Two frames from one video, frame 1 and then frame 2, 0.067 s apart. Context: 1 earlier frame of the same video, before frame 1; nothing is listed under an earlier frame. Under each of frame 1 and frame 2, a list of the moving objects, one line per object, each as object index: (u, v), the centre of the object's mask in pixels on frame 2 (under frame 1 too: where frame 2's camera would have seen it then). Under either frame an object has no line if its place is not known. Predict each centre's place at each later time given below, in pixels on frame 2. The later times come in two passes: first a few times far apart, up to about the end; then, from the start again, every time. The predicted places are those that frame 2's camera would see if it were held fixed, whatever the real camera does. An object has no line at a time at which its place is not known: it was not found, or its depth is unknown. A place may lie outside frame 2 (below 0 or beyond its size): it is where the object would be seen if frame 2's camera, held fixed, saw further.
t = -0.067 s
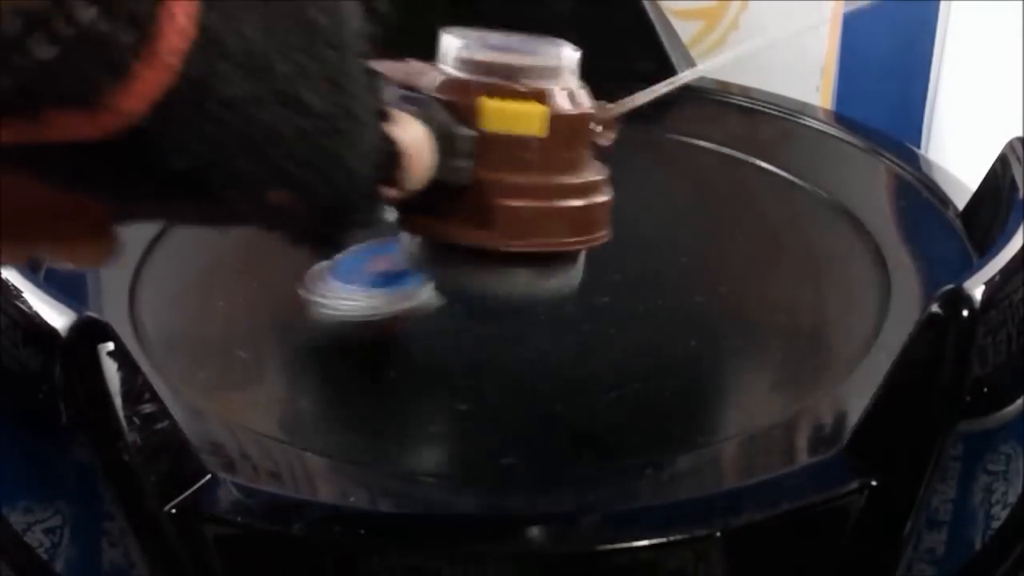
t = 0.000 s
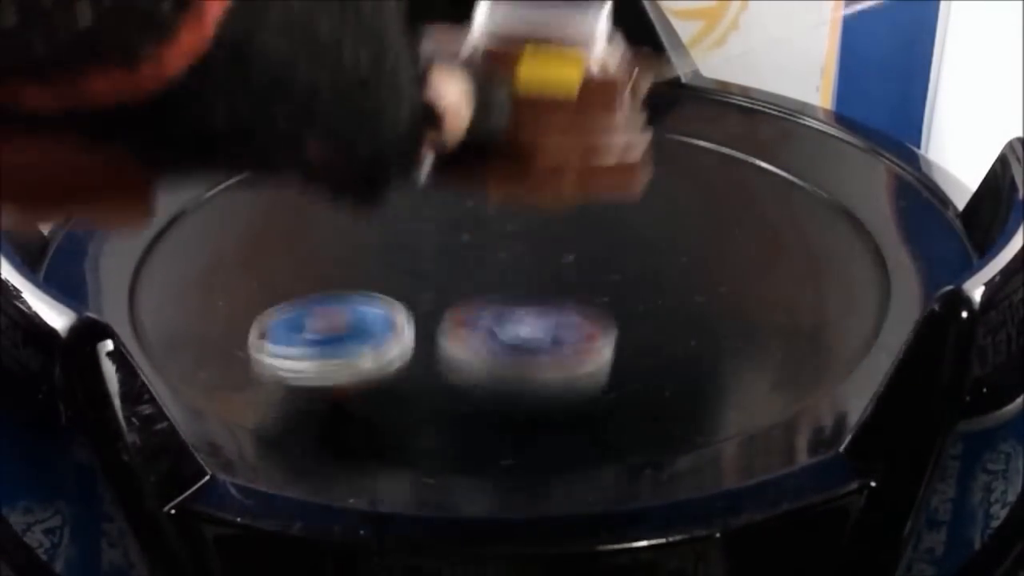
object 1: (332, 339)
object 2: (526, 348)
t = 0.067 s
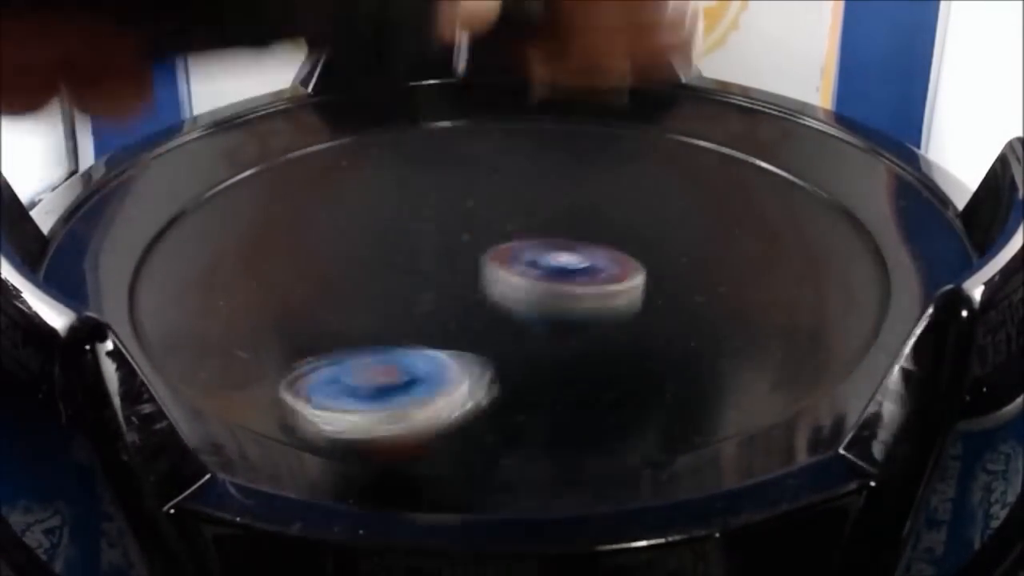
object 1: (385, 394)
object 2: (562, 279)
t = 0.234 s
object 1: (733, 345)
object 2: (539, 186)
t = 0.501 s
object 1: (394, 246)
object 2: (319, 133)
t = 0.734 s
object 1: (367, 388)
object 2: (191, 190)
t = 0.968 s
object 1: (603, 290)
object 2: (239, 253)
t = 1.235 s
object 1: (166, 219)
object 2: (488, 270)
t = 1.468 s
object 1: (216, 334)
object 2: (550, 171)
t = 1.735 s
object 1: (535, 219)
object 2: (444, 122)
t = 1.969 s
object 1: (527, 294)
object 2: (320, 195)
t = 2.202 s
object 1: (577, 204)
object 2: (547, 333)
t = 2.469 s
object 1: (373, 285)
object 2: (810, 226)
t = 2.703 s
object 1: (709, 273)
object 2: (781, 142)
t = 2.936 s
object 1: (518, 273)
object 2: (627, 73)
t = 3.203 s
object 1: (641, 362)
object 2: (424, 144)
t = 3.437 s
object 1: (611, 262)
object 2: (353, 265)
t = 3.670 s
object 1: (272, 275)
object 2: (501, 350)
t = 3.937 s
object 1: (443, 379)
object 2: (726, 309)
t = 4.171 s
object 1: (382, 257)
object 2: (860, 174)
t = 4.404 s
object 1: (159, 219)
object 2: (785, 102)
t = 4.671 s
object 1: (250, 268)
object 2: (555, 108)
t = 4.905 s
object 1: (459, 205)
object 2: (375, 117)
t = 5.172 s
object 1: (437, 146)
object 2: (242, 184)
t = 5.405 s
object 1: (341, 116)
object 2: (289, 305)
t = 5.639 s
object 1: (444, 228)
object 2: (508, 319)
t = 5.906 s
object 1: (663, 156)
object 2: (610, 263)
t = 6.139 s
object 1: (591, 123)
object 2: (591, 212)
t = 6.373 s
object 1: (443, 196)
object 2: (556, 247)
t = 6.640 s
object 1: (456, 319)
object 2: (614, 259)
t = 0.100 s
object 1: (467, 383)
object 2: (575, 272)
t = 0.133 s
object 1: (552, 393)
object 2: (575, 247)
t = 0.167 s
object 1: (624, 385)
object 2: (568, 225)
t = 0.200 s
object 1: (689, 372)
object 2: (556, 203)
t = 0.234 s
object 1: (733, 345)
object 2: (539, 186)
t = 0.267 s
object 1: (750, 322)
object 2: (516, 172)
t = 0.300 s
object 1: (744, 301)
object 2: (492, 160)
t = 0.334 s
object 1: (718, 282)
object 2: (464, 151)
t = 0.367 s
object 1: (671, 267)
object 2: (435, 145)
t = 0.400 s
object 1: (611, 254)
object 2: (406, 140)
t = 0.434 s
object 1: (542, 247)
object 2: (376, 136)
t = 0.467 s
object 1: (469, 244)
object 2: (347, 134)
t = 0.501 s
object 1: (394, 246)
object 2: (319, 133)
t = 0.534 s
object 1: (323, 256)
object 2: (291, 132)
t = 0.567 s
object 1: (266, 270)
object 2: (265, 131)
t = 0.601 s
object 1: (217, 292)
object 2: (241, 137)
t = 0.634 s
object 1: (186, 314)
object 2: (223, 152)
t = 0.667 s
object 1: (218, 331)
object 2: (209, 166)
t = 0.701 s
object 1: (276, 364)
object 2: (197, 179)
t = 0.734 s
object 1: (367, 388)
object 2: (191, 190)
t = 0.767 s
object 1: (439, 397)
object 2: (186, 199)
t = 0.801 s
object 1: (500, 394)
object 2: (185, 208)
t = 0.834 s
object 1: (553, 383)
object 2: (188, 217)
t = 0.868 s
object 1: (593, 365)
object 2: (194, 226)
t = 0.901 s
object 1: (615, 342)
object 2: (205, 234)
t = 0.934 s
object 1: (619, 316)
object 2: (219, 244)
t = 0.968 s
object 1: (603, 290)
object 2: (239, 253)
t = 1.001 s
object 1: (570, 266)
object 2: (261, 261)
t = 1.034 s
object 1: (526, 245)
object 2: (291, 273)
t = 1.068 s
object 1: (474, 229)
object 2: (324, 282)
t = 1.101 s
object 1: (415, 216)
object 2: (360, 289)
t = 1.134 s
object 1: (349, 209)
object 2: (397, 288)
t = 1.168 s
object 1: (288, 207)
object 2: (430, 284)
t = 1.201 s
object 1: (222, 211)
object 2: (461, 278)
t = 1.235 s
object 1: (166, 219)
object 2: (488, 270)
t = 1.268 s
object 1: (140, 237)
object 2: (512, 260)
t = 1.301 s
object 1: (128, 263)
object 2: (531, 246)
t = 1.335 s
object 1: (125, 281)
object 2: (544, 231)
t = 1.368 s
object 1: (134, 295)
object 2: (552, 216)
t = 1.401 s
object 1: (151, 307)
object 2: (556, 200)
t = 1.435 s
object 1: (177, 319)
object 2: (555, 185)
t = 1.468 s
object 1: (216, 334)
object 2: (550, 171)
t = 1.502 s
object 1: (276, 347)
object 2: (541, 158)
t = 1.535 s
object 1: (348, 353)
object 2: (529, 147)
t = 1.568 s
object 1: (418, 349)
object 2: (515, 138)
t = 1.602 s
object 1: (479, 335)
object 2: (501, 131)
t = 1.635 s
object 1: (524, 311)
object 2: (486, 125)
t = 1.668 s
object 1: (546, 282)
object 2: (471, 123)
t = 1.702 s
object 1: (550, 251)
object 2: (457, 122)
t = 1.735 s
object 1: (535, 219)
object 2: (444, 122)
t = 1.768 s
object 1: (509, 194)
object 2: (431, 122)
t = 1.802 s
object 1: (524, 220)
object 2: (388, 79)
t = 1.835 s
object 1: (533, 244)
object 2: (367, 60)
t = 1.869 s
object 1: (534, 271)
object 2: (352, 69)
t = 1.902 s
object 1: (528, 276)
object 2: (334, 108)
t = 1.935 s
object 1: (524, 288)
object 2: (318, 171)
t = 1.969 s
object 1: (527, 294)
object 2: (320, 195)
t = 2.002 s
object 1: (544, 295)
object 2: (328, 243)
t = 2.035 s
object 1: (565, 287)
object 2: (347, 270)
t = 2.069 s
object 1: (585, 274)
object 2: (376, 295)
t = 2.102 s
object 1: (601, 259)
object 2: (412, 316)
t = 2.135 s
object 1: (606, 239)
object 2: (454, 328)
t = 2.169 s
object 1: (598, 221)
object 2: (498, 334)
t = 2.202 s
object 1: (577, 204)
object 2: (547, 333)
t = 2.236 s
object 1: (546, 195)
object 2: (597, 330)
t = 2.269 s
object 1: (510, 191)
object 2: (644, 321)
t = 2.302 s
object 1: (470, 192)
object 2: (684, 309)
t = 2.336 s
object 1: (431, 200)
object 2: (721, 295)
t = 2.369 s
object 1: (397, 214)
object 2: (752, 279)
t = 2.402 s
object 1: (373, 236)
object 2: (777, 261)
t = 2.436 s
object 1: (364, 260)
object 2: (796, 243)
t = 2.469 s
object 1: (373, 285)
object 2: (810, 226)
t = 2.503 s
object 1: (403, 308)
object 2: (821, 209)
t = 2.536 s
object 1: (452, 325)
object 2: (826, 194)
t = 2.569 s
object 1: (512, 332)
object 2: (828, 181)
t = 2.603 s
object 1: (574, 330)
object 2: (825, 167)
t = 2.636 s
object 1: (633, 318)
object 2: (818, 155)
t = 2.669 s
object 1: (678, 299)
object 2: (800, 147)
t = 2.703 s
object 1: (709, 273)
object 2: (781, 142)
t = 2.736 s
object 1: (722, 248)
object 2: (763, 136)
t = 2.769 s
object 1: (720, 223)
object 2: (745, 132)
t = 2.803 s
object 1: (697, 211)
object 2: (728, 127)
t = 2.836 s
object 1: (646, 229)
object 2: (711, 99)
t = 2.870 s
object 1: (596, 242)
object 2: (678, 85)
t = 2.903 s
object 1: (554, 256)
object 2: (651, 76)
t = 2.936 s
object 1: (518, 273)
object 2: (627, 73)
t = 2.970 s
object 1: (491, 292)
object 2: (604, 74)
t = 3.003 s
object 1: (476, 310)
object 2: (580, 78)
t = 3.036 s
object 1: (472, 328)
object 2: (553, 88)
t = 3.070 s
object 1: (485, 344)
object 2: (524, 97)
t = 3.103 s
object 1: (512, 356)
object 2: (497, 107)
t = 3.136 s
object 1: (553, 364)
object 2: (472, 118)
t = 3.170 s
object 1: (597, 366)
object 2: (447, 132)
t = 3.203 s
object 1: (641, 362)
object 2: (424, 144)
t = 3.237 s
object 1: (676, 352)
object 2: (402, 160)
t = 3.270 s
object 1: (698, 338)
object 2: (384, 176)
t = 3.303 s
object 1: (707, 322)
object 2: (369, 194)
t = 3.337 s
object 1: (704, 305)
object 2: (359, 212)
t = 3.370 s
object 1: (685, 289)
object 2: (352, 230)
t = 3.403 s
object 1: (653, 274)
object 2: (351, 247)
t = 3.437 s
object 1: (611, 262)
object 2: (353, 265)
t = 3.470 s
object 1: (562, 254)
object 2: (360, 281)
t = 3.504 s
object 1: (509, 249)
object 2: (372, 298)
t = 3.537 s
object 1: (459, 245)
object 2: (388, 315)
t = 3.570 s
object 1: (401, 249)
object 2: (410, 327)
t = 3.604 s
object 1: (354, 256)
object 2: (436, 337)
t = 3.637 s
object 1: (309, 265)
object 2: (467, 345)
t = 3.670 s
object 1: (272, 275)
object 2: (501, 350)
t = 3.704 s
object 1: (246, 290)
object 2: (537, 354)
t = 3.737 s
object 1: (227, 308)
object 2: (574, 354)
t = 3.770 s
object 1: (222, 326)
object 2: (609, 351)
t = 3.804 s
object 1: (231, 346)
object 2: (641, 345)
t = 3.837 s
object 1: (267, 363)
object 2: (669, 338)
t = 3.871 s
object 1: (324, 379)
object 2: (693, 329)
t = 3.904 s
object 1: (385, 385)
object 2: (713, 319)
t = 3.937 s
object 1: (443, 379)
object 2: (726, 309)
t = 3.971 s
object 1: (495, 370)
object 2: (736, 299)
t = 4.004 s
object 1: (540, 355)
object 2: (739, 287)
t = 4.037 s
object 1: (570, 336)
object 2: (737, 276)
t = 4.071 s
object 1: (584, 315)
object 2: (730, 266)
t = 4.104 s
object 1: (510, 294)
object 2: (779, 235)
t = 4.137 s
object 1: (435, 277)
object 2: (833, 204)
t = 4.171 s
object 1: (382, 257)
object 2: (860, 174)
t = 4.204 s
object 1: (343, 235)
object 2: (867, 149)
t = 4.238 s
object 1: (307, 226)
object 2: (866, 136)
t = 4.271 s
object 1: (272, 218)
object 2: (857, 125)
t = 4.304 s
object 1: (234, 213)
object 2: (845, 119)
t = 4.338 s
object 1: (196, 209)
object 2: (828, 112)
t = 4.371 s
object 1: (162, 206)
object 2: (807, 107)
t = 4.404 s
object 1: (159, 219)
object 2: (785, 102)
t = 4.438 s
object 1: (163, 234)
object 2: (760, 99)
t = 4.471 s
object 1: (161, 241)
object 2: (736, 95)
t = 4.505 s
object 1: (159, 247)
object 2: (712, 95)
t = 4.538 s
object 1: (162, 252)
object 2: (686, 95)
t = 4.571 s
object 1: (172, 256)
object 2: (651, 99)
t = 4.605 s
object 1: (190, 260)
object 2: (617, 101)
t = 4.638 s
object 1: (217, 264)
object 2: (585, 105)
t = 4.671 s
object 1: (250, 268)
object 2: (555, 108)
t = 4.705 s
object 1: (288, 272)
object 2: (527, 113)
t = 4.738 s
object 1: (331, 274)
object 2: (499, 118)
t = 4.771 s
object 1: (371, 266)
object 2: (472, 123)
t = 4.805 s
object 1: (401, 253)
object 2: (446, 130)
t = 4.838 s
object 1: (424, 237)
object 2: (420, 136)
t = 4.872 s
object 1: (440, 218)
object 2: (394, 144)
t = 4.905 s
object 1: (459, 205)
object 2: (375, 117)
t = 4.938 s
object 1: (479, 205)
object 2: (357, 89)
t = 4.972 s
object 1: (480, 188)
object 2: (340, 88)
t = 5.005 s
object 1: (482, 199)
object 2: (321, 100)
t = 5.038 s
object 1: (477, 186)
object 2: (301, 85)
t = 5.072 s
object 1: (471, 179)
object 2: (281, 94)
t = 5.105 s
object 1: (461, 166)
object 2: (260, 127)
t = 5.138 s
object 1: (451, 156)
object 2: (251, 154)
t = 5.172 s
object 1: (437, 146)
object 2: (242, 184)
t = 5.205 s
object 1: (419, 136)
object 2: (235, 213)
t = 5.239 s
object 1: (402, 125)
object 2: (233, 237)
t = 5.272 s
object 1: (385, 117)
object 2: (235, 257)
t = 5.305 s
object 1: (370, 113)
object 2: (244, 275)
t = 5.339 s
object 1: (356, 111)
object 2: (257, 288)
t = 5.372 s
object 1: (347, 112)
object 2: (272, 297)
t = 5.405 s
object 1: (341, 116)
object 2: (289, 305)
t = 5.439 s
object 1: (338, 125)
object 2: (312, 313)
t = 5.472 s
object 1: (338, 138)
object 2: (337, 320)
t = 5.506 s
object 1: (342, 154)
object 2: (369, 325)
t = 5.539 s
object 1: (354, 174)
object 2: (406, 329)
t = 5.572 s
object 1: (374, 196)
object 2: (444, 329)
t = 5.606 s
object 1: (407, 216)
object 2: (479, 325)
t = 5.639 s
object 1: (444, 228)
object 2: (508, 319)
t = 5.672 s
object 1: (486, 234)
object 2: (534, 311)
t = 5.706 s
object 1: (531, 229)
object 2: (556, 307)
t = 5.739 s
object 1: (570, 222)
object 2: (572, 302)
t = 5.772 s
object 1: (600, 212)
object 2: (582, 297)
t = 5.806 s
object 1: (624, 200)
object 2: (592, 288)
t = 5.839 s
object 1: (643, 187)
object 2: (600, 279)
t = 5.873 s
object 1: (655, 172)
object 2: (605, 271)
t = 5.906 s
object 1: (663, 156)
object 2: (610, 263)
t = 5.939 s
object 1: (666, 142)
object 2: (611, 254)
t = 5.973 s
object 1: (663, 130)
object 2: (611, 246)
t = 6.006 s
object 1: (655, 121)
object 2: (609, 238)
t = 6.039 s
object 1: (645, 115)
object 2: (607, 231)
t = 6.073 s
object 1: (630, 114)
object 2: (602, 224)
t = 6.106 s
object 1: (612, 116)
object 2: (597, 218)
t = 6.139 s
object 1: (591, 123)
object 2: (591, 212)
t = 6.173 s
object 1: (568, 133)
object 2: (585, 210)
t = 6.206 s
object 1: (547, 135)
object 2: (577, 219)
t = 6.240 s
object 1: (528, 142)
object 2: (567, 226)
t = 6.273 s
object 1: (505, 155)
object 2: (559, 231)
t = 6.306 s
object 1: (483, 170)
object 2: (556, 236)
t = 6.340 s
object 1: (460, 181)
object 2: (556, 243)
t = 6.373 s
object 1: (443, 196)
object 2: (556, 247)
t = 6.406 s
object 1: (431, 213)
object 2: (558, 249)
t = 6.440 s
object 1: (414, 227)
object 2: (570, 253)
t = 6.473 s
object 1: (393, 241)
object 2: (583, 256)
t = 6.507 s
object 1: (383, 258)
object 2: (591, 258)
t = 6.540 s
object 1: (385, 276)
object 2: (597, 258)
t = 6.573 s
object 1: (397, 293)
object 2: (604, 259)
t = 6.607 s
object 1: (422, 309)
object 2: (610, 259)
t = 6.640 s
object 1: (456, 319)
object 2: (614, 259)
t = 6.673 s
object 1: (496, 325)
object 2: (619, 258)
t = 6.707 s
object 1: (537, 325)
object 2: (624, 255)
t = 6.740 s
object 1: (565, 326)
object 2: (631, 250)
